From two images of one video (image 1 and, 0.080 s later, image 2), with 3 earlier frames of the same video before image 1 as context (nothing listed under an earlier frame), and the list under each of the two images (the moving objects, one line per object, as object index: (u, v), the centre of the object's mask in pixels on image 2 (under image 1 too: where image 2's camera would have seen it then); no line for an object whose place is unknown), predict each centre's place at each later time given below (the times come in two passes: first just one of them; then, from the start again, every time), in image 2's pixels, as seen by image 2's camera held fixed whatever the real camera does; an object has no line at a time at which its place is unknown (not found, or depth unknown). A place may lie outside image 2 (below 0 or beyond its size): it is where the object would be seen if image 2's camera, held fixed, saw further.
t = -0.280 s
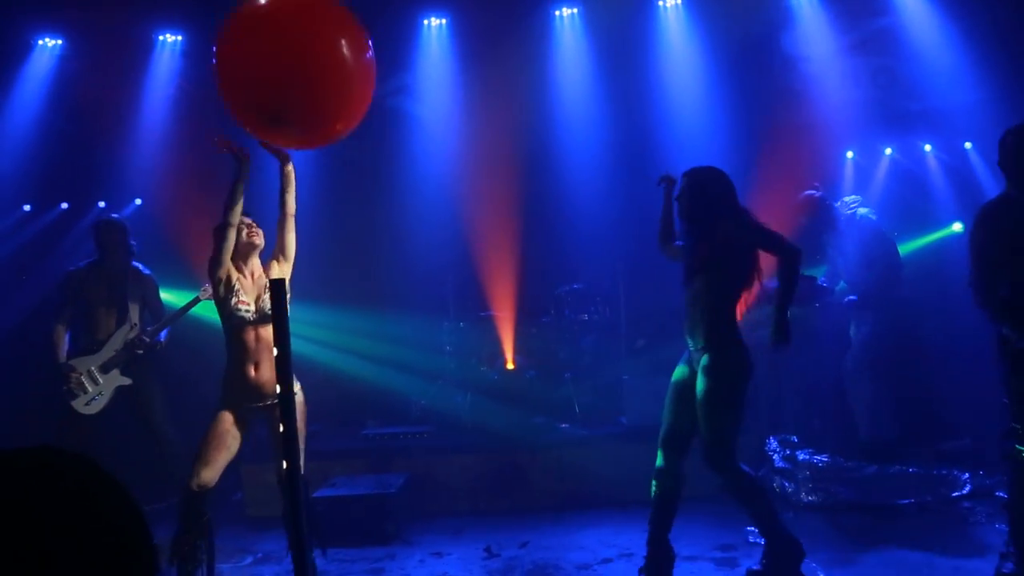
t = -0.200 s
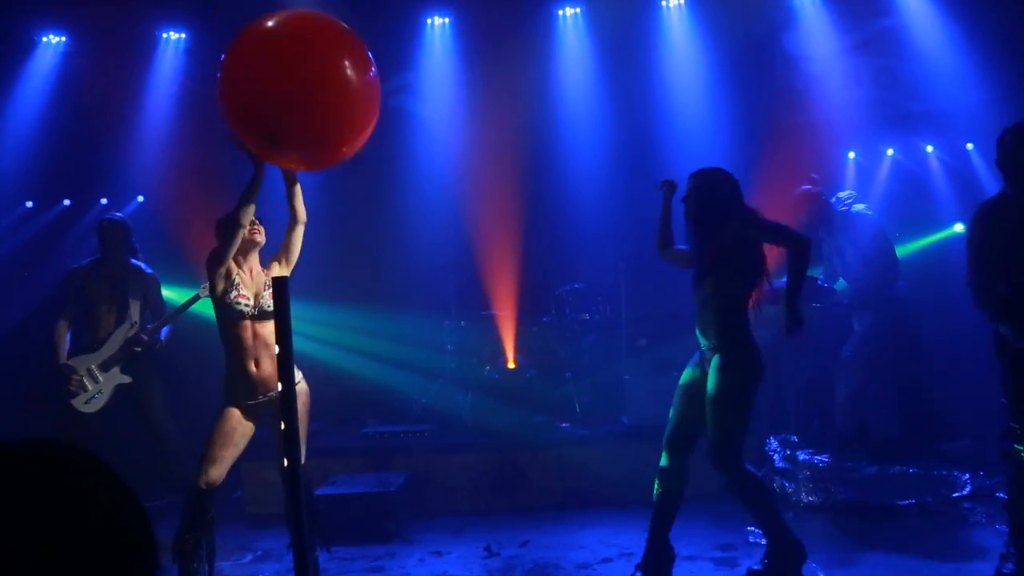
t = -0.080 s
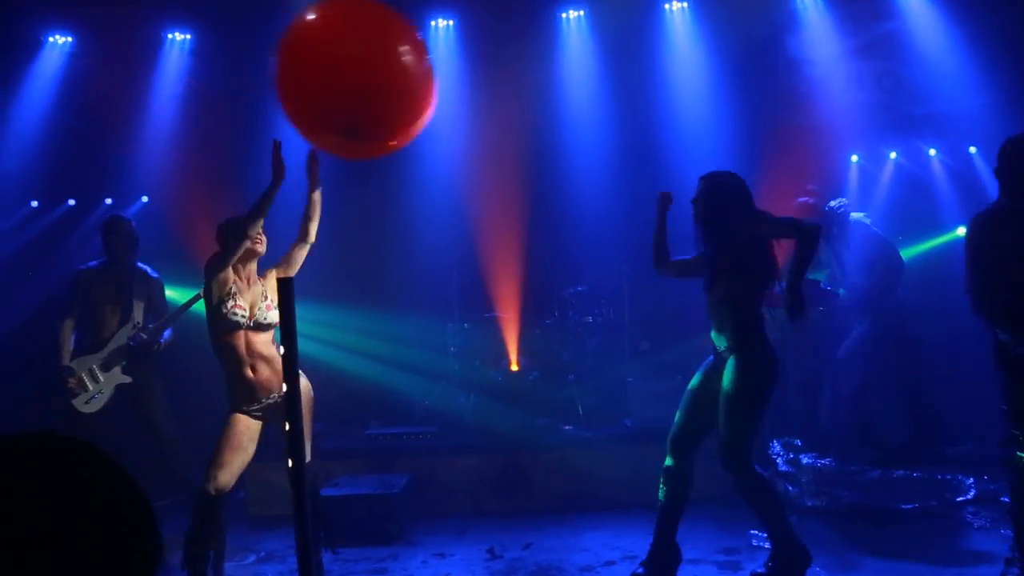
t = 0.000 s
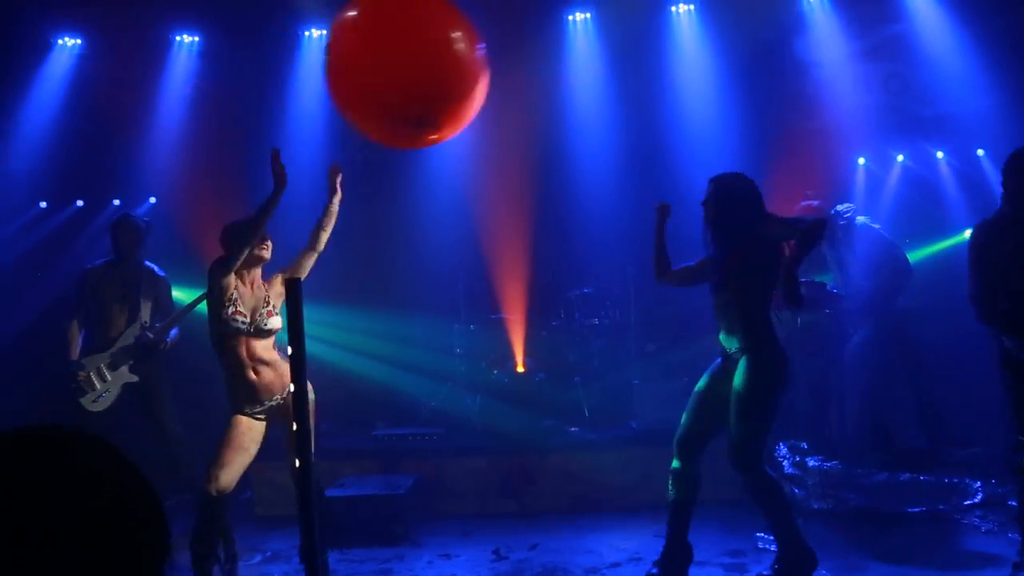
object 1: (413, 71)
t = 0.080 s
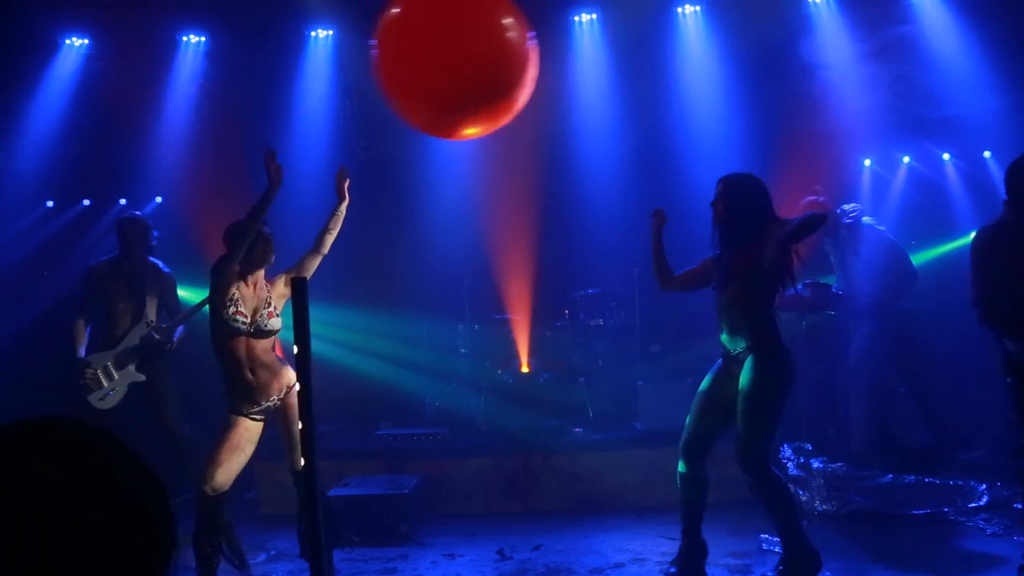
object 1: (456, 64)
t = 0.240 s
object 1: (539, 57)
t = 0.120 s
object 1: (477, 62)
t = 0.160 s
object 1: (498, 60)
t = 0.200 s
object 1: (518, 58)
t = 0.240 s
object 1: (539, 57)
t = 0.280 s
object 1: (560, 56)
